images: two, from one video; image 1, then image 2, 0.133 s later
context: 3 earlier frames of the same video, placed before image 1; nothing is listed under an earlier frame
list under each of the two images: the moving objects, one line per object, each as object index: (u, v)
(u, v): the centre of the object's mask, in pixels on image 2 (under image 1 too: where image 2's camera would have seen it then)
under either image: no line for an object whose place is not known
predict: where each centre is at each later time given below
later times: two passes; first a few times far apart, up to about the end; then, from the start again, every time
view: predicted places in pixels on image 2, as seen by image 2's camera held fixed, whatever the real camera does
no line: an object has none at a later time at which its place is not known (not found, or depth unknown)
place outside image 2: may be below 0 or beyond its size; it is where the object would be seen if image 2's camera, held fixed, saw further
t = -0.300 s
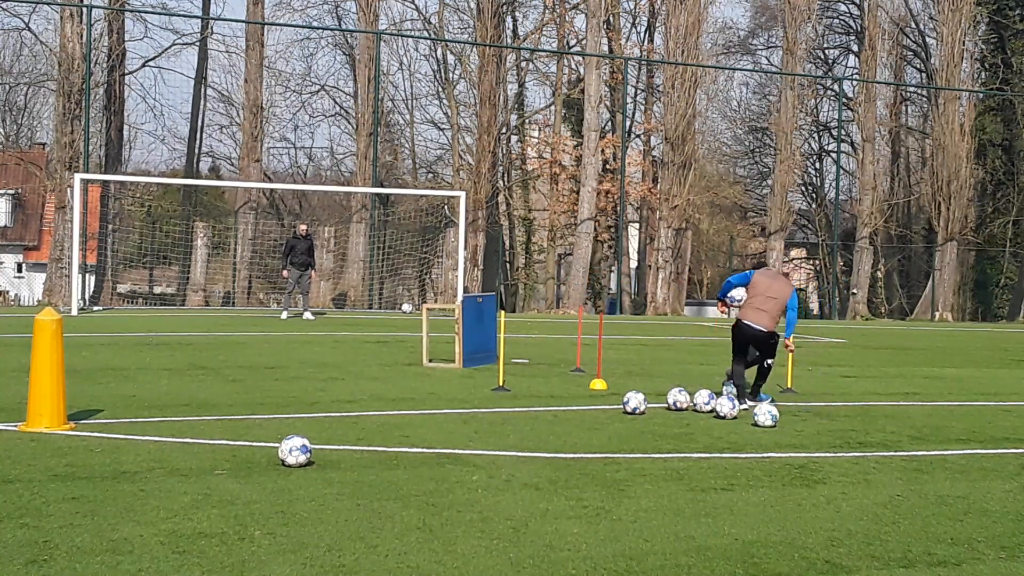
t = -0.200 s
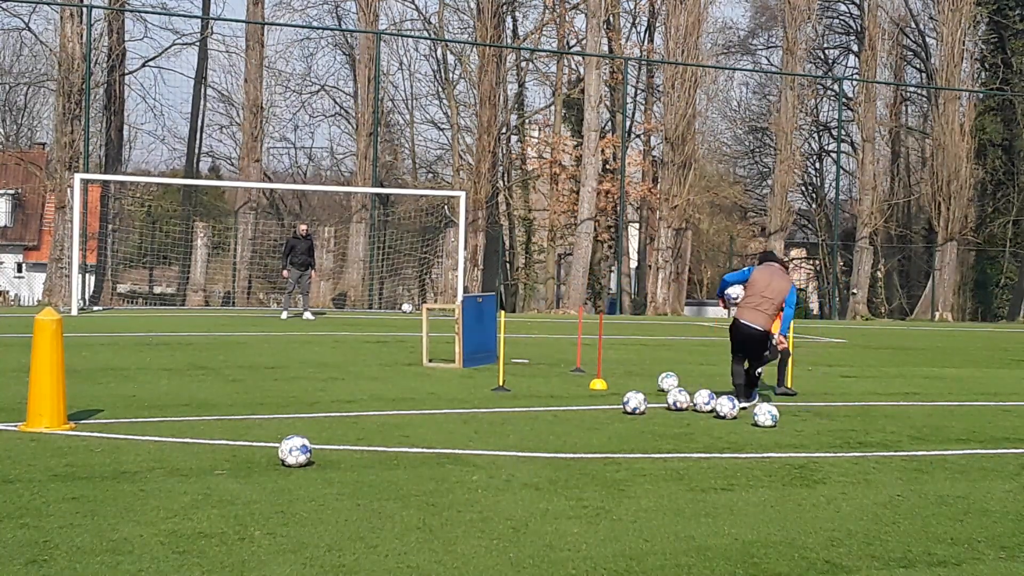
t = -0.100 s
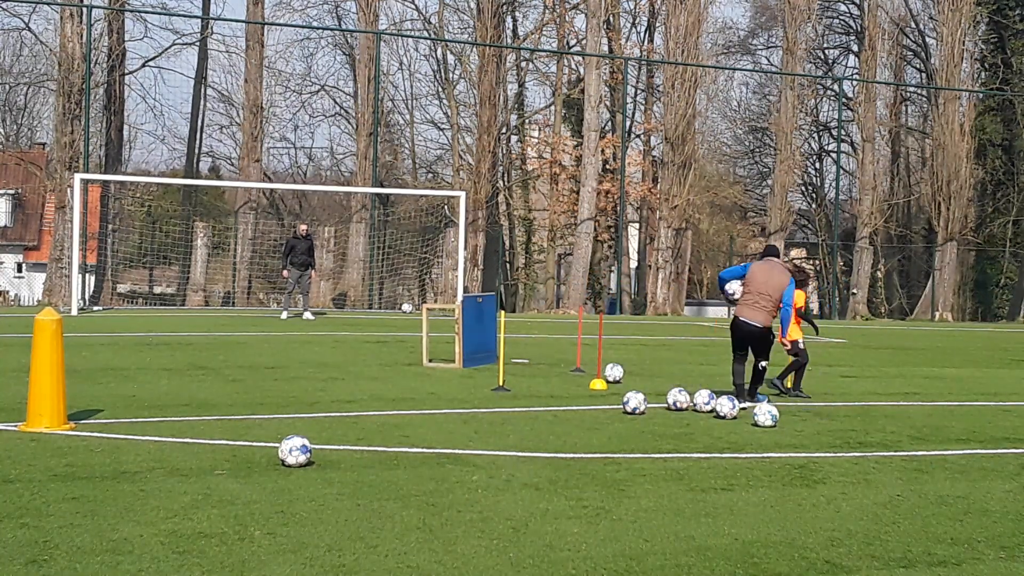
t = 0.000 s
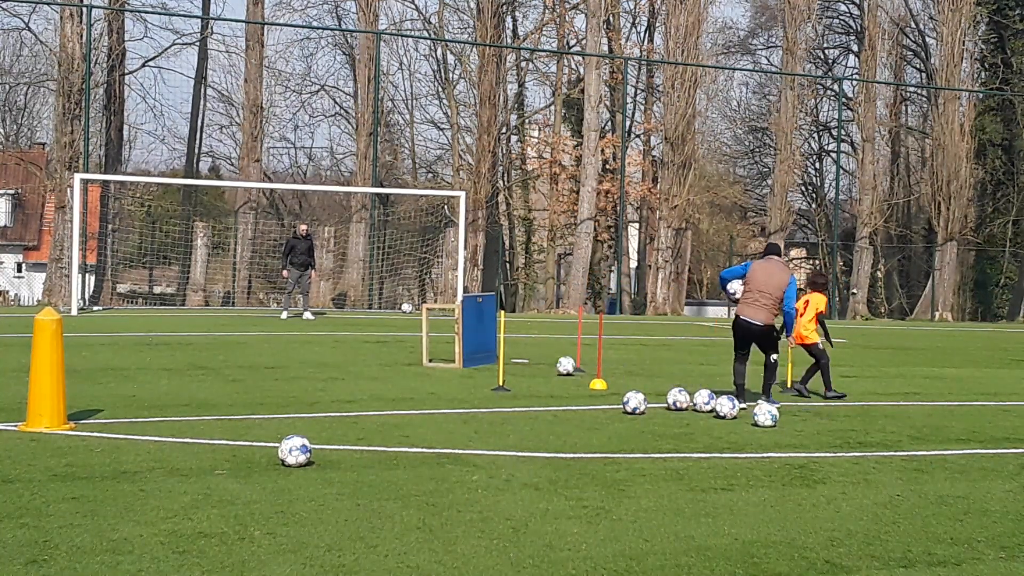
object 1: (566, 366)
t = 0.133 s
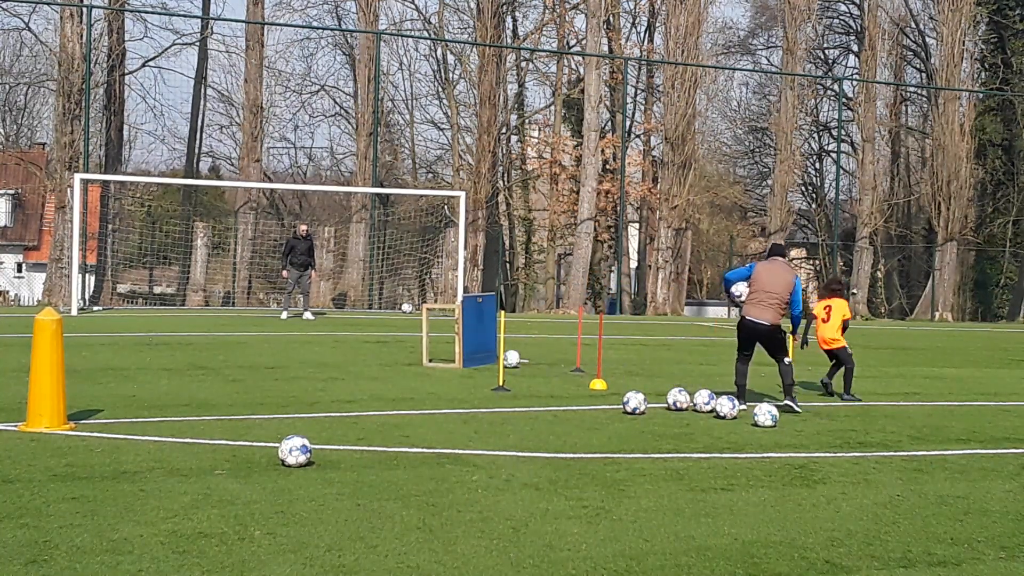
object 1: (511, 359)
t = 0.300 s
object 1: (533, 352)
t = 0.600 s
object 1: (640, 359)
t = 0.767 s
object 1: (682, 360)
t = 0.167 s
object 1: (499, 357)
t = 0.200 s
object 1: (491, 355)
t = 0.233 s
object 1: (506, 354)
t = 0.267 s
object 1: (519, 352)
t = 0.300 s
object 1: (533, 352)
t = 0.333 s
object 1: (547, 353)
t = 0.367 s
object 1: (560, 355)
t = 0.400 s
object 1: (574, 357)
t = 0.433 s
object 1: (587, 358)
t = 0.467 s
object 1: (597, 357)
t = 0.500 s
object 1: (608, 356)
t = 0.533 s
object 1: (619, 357)
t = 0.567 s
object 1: (629, 358)
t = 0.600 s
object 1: (640, 359)
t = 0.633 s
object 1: (649, 359)
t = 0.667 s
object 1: (657, 359)
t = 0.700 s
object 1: (666, 359)
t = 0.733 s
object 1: (674, 359)
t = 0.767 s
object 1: (682, 360)
